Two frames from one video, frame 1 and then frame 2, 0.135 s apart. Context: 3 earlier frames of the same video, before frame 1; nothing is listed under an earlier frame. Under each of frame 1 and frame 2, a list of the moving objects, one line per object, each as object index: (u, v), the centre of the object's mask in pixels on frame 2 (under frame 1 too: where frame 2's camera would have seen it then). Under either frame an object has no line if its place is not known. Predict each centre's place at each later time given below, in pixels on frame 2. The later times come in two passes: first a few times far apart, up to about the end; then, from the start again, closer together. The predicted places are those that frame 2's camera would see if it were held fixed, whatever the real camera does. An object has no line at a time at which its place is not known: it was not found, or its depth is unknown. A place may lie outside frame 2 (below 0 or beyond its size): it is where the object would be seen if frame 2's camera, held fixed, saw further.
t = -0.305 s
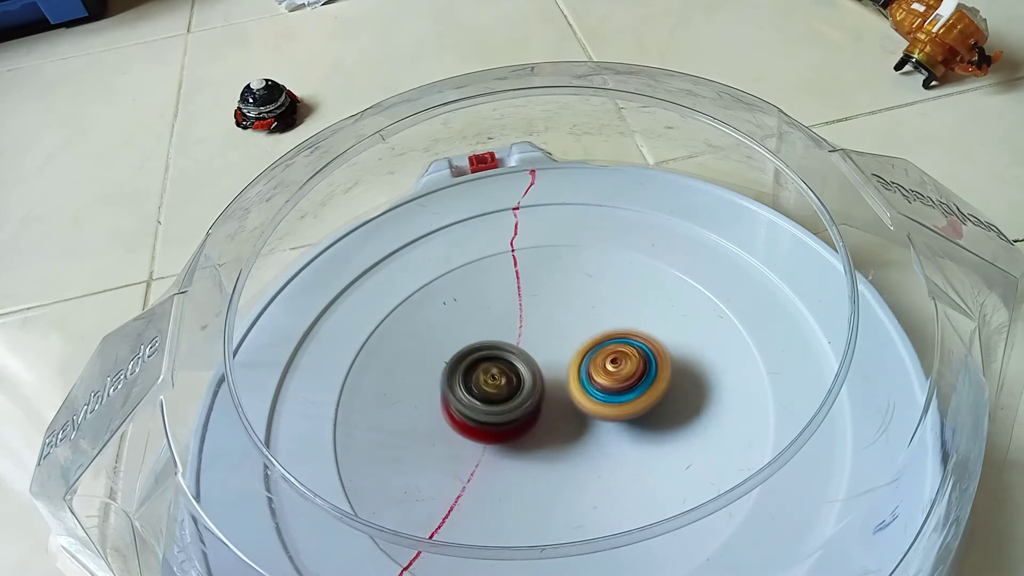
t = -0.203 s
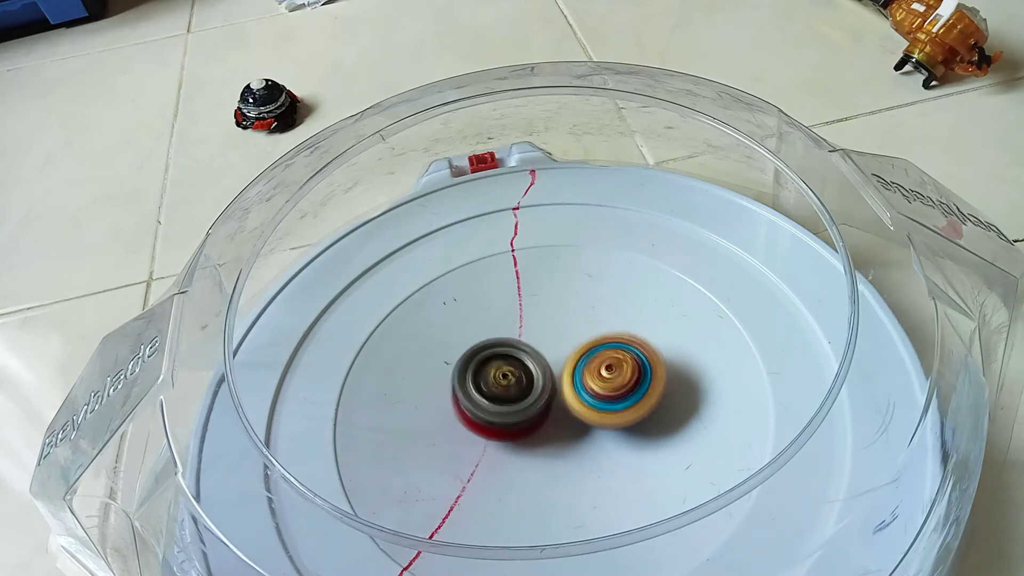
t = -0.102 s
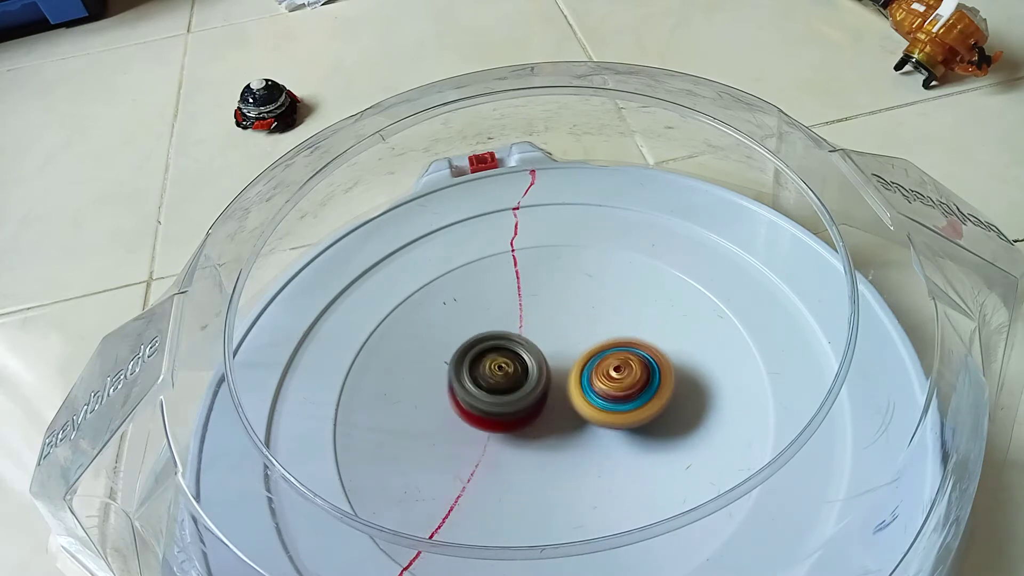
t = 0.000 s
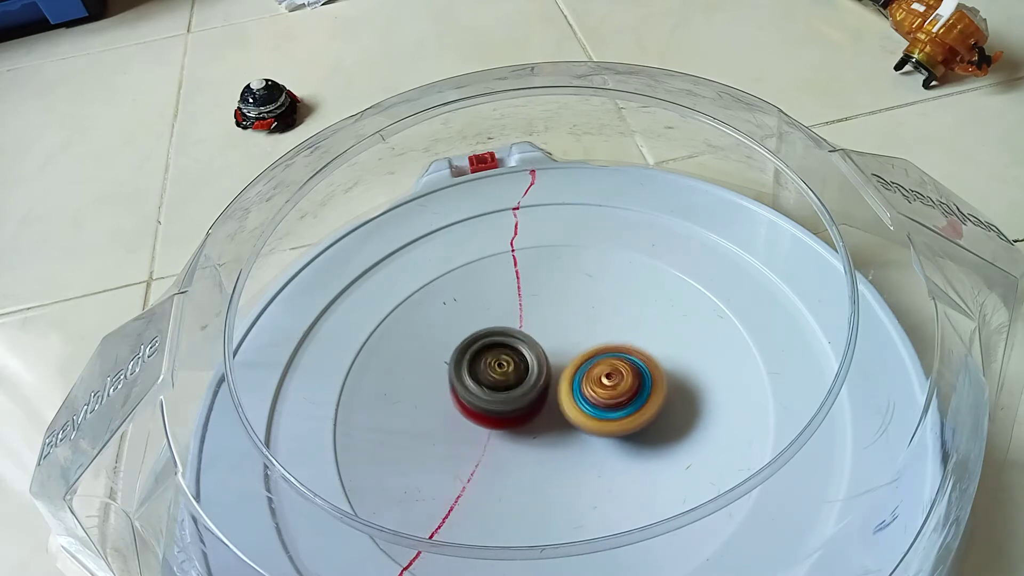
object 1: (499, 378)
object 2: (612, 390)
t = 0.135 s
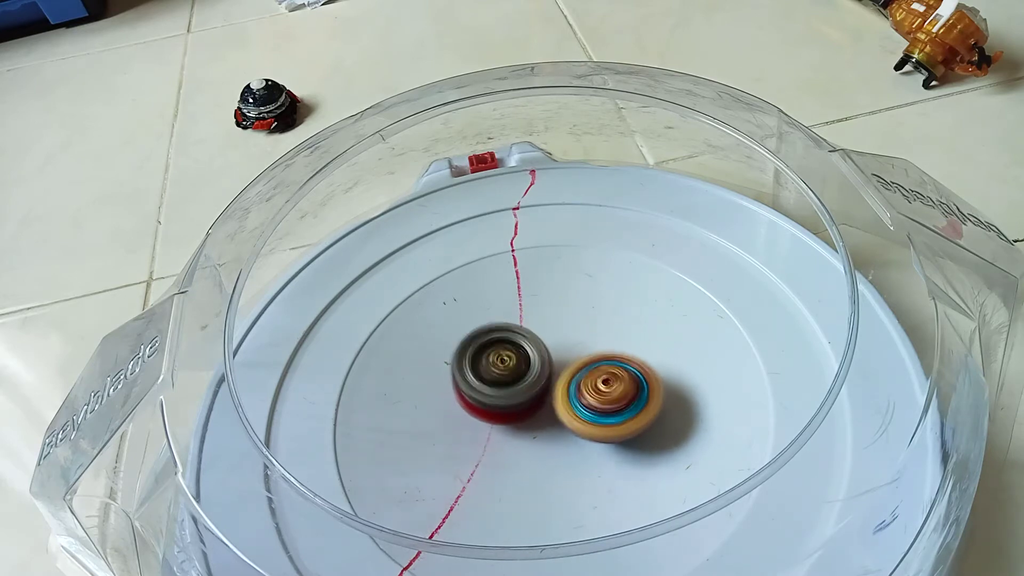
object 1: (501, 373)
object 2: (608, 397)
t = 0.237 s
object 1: (502, 371)
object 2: (604, 402)
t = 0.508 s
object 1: (501, 375)
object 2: (604, 414)
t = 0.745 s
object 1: (513, 367)
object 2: (609, 426)
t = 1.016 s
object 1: (520, 359)
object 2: (594, 432)
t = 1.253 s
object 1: (523, 357)
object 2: (577, 434)
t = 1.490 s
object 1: (524, 346)
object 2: (575, 446)
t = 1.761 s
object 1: (523, 349)
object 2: (561, 438)
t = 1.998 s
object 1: (532, 352)
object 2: (563, 446)
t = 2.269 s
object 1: (539, 351)
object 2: (555, 448)
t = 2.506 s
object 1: (548, 342)
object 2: (546, 455)
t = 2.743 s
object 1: (552, 336)
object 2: (538, 459)
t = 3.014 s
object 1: (551, 345)
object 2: (529, 446)
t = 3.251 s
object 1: (547, 355)
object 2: (515, 447)
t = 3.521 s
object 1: (548, 354)
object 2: (512, 439)
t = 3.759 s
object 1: (565, 349)
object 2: (505, 444)
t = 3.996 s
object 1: (573, 360)
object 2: (507, 436)
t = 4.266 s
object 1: (590, 356)
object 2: (500, 438)
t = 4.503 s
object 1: (585, 362)
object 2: (496, 430)
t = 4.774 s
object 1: (577, 360)
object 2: (499, 425)
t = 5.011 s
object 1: (578, 357)
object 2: (496, 422)
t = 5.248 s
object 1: (577, 361)
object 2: (491, 421)
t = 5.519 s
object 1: (594, 364)
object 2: (486, 434)
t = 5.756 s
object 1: (602, 370)
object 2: (496, 425)
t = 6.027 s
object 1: (597, 376)
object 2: (491, 396)
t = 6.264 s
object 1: (596, 388)
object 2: (500, 413)
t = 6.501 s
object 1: (593, 386)
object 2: (517, 449)
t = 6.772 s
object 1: (581, 385)
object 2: (526, 446)
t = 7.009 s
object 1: (580, 385)
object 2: (526, 444)
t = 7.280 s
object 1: (580, 385)
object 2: (526, 444)
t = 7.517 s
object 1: (580, 385)
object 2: (526, 444)
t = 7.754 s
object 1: (580, 385)
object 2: (526, 444)
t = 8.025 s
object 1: (580, 385)
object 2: (526, 444)
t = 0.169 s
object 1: (500, 371)
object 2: (608, 399)
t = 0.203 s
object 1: (500, 371)
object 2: (606, 400)
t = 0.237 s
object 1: (502, 371)
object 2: (604, 402)
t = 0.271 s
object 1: (503, 370)
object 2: (604, 404)
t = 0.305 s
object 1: (497, 368)
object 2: (612, 407)
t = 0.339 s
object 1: (493, 366)
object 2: (614, 408)
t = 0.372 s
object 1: (491, 366)
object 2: (612, 410)
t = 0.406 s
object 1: (491, 367)
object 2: (610, 411)
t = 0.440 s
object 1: (493, 369)
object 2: (609, 412)
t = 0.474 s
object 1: (496, 372)
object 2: (607, 413)
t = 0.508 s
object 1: (501, 375)
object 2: (604, 414)
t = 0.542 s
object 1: (506, 377)
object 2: (602, 415)
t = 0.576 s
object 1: (507, 376)
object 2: (607, 418)
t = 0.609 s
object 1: (508, 375)
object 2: (611, 420)
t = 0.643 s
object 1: (511, 374)
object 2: (609, 421)
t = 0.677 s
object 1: (513, 374)
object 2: (605, 421)
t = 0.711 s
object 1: (514, 371)
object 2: (606, 423)
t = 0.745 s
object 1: (513, 367)
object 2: (609, 426)
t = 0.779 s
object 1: (512, 365)
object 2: (608, 427)
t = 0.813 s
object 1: (512, 363)
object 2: (605, 427)
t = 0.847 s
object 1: (512, 361)
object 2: (602, 428)
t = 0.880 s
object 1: (514, 360)
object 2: (599, 428)
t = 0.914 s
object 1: (515, 360)
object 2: (596, 428)
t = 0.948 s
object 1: (518, 361)
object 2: (593, 428)
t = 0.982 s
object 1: (520, 361)
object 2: (590, 428)
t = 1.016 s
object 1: (520, 359)
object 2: (594, 432)
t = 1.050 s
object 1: (521, 357)
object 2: (597, 437)
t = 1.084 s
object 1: (520, 356)
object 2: (595, 437)
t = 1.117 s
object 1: (520, 355)
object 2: (591, 436)
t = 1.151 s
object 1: (520, 356)
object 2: (586, 435)
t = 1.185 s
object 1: (521, 356)
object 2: (582, 433)
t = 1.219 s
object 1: (522, 357)
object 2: (577, 432)
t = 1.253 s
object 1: (523, 357)
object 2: (577, 434)
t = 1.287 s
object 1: (523, 356)
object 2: (578, 434)
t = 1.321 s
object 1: (523, 355)
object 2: (576, 434)
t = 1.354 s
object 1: (523, 355)
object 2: (573, 433)
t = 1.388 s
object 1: (524, 355)
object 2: (572, 435)
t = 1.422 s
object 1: (525, 355)
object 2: (571, 435)
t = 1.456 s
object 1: (526, 353)
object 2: (571, 438)
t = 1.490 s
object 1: (524, 346)
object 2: (575, 446)
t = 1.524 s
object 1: (523, 342)
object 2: (576, 449)
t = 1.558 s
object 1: (521, 341)
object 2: (575, 449)
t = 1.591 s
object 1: (520, 340)
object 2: (572, 447)
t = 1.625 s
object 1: (519, 339)
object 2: (569, 446)
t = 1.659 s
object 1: (519, 339)
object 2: (567, 444)
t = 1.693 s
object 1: (520, 341)
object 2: (565, 442)
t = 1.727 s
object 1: (521, 345)
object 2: (563, 441)
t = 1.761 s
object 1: (523, 349)
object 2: (561, 438)
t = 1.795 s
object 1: (524, 352)
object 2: (560, 436)
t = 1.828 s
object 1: (525, 349)
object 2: (562, 442)
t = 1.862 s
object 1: (526, 349)
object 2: (564, 447)
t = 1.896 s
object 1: (527, 351)
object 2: (564, 445)
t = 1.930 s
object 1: (528, 353)
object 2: (563, 442)
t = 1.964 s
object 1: (530, 355)
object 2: (561, 441)
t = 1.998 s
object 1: (532, 352)
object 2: (563, 446)
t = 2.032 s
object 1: (532, 352)
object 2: (562, 448)
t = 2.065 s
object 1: (532, 351)
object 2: (561, 446)
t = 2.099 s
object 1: (533, 352)
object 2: (558, 445)
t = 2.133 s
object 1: (534, 352)
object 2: (556, 443)
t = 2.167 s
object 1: (535, 353)
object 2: (554, 443)
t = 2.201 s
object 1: (537, 352)
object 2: (555, 447)
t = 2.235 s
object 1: (538, 352)
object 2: (556, 450)
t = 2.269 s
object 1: (539, 351)
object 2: (555, 448)
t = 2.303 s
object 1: (540, 351)
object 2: (552, 446)
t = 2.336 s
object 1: (542, 351)
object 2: (549, 444)
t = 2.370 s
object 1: (544, 353)
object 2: (548, 443)
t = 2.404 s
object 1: (546, 349)
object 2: (548, 452)
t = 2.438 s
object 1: (547, 346)
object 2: (548, 457)
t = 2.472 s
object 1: (548, 343)
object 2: (548, 458)
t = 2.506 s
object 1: (548, 342)
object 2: (546, 455)
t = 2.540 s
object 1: (548, 342)
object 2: (545, 452)
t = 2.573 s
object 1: (548, 343)
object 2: (543, 449)
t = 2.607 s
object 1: (548, 345)
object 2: (541, 445)
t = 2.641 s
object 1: (548, 347)
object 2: (540, 442)
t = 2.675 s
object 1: (548, 349)
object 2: (539, 439)
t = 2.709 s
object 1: (550, 344)
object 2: (538, 449)
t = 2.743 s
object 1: (552, 336)
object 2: (538, 459)
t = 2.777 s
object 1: (553, 332)
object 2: (539, 464)
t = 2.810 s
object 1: (553, 332)
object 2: (538, 462)
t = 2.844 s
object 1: (552, 332)
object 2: (537, 459)
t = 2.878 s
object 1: (551, 333)
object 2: (534, 456)
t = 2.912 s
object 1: (551, 334)
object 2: (533, 454)
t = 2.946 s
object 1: (552, 337)
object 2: (532, 451)
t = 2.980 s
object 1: (551, 341)
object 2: (531, 448)
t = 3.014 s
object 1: (551, 345)
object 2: (529, 446)
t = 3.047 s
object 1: (550, 348)
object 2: (528, 443)
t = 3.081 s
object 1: (549, 351)
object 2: (526, 441)
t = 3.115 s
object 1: (550, 350)
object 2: (524, 443)
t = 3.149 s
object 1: (550, 351)
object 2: (521, 443)
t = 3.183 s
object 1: (549, 353)
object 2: (519, 443)
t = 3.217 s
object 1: (548, 354)
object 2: (517, 446)
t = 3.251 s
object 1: (547, 355)
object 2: (515, 447)
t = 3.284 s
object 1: (545, 356)
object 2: (515, 445)
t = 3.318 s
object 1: (544, 356)
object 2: (514, 446)
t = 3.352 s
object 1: (546, 355)
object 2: (513, 446)
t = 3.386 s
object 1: (545, 356)
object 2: (513, 443)
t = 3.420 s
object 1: (546, 356)
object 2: (512, 442)
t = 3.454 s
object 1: (547, 355)
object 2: (511, 442)
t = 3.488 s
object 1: (548, 355)
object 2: (512, 441)
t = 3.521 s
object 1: (548, 354)
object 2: (512, 439)
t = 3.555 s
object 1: (550, 354)
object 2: (511, 437)
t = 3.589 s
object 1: (553, 353)
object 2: (509, 440)
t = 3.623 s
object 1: (556, 352)
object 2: (511, 443)
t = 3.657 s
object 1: (556, 354)
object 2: (513, 440)
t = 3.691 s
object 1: (556, 354)
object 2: (512, 436)
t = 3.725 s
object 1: (560, 353)
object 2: (511, 437)
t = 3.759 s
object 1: (565, 349)
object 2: (505, 444)
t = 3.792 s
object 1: (568, 350)
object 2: (506, 446)
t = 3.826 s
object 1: (567, 352)
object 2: (509, 444)
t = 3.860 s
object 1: (567, 354)
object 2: (509, 440)
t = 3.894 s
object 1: (568, 355)
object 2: (509, 436)
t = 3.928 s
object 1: (569, 357)
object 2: (508, 434)
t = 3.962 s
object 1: (571, 357)
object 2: (505, 437)
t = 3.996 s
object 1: (573, 360)
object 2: (507, 436)
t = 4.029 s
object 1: (574, 364)
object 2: (507, 438)
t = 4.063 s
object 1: (574, 365)
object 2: (506, 441)
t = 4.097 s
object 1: (583, 359)
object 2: (500, 447)
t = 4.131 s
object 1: (587, 358)
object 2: (496, 449)
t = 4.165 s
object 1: (589, 356)
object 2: (496, 450)
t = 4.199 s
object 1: (590, 355)
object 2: (497, 448)
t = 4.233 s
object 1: (590, 355)
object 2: (498, 443)
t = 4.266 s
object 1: (590, 356)
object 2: (500, 438)
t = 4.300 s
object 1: (589, 359)
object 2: (501, 433)
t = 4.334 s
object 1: (586, 361)
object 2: (501, 431)
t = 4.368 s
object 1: (584, 362)
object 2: (503, 429)
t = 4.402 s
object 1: (585, 360)
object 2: (503, 426)
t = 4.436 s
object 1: (585, 361)
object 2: (505, 426)
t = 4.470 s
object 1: (585, 362)
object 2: (500, 430)
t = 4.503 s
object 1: (585, 362)
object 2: (496, 430)
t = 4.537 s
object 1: (582, 363)
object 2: (495, 430)
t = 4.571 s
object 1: (578, 363)
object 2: (497, 429)
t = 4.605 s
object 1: (576, 361)
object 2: (496, 428)
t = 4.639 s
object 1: (579, 360)
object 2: (494, 429)
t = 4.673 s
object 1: (580, 362)
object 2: (497, 429)
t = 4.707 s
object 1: (578, 363)
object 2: (497, 428)
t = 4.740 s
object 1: (577, 362)
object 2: (497, 427)
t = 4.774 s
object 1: (577, 360)
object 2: (499, 425)
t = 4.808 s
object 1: (577, 358)
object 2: (499, 421)
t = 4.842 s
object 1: (577, 358)
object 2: (497, 419)
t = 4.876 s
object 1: (577, 358)
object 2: (496, 418)
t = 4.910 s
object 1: (578, 356)
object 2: (489, 421)
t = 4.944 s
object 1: (580, 354)
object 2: (487, 425)
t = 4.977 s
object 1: (580, 355)
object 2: (491, 426)
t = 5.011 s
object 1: (578, 357)
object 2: (496, 422)
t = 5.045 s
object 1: (576, 357)
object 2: (497, 417)
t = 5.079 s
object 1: (576, 357)
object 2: (496, 415)
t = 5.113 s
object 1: (577, 357)
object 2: (492, 414)
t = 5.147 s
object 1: (579, 356)
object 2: (487, 416)
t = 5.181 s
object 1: (582, 358)
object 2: (486, 421)
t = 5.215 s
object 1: (580, 361)
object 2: (488, 421)
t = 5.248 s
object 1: (577, 361)
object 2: (491, 421)
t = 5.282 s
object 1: (581, 358)
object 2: (485, 427)
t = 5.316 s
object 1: (585, 358)
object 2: (483, 427)
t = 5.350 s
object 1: (584, 361)
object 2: (484, 428)
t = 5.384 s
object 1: (580, 365)
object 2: (486, 425)
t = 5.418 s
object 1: (575, 366)
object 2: (491, 422)
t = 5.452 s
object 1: (576, 365)
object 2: (492, 424)
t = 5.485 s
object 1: (586, 363)
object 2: (487, 429)
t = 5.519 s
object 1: (594, 364)
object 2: (486, 434)
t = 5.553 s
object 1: (594, 369)
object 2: (493, 433)
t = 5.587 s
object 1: (590, 375)
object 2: (498, 430)
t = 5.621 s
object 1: (591, 372)
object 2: (500, 425)
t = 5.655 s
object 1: (599, 366)
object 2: (493, 431)
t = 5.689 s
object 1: (605, 363)
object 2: (493, 429)
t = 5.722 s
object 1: (606, 366)
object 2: (494, 428)
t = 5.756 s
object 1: (602, 370)
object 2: (496, 425)
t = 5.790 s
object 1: (598, 373)
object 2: (498, 418)
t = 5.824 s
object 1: (597, 373)
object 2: (499, 415)
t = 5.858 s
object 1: (599, 373)
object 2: (501, 408)
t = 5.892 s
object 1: (606, 373)
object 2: (495, 406)
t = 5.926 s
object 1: (611, 375)
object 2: (492, 404)
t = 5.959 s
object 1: (605, 379)
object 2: (492, 398)
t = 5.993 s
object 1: (600, 379)
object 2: (491, 395)
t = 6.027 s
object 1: (597, 376)
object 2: (491, 396)
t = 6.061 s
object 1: (601, 376)
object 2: (486, 400)
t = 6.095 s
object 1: (604, 377)
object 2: (485, 404)
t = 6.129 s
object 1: (604, 379)
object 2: (489, 407)
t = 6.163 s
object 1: (602, 382)
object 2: (494, 405)
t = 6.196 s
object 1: (598, 386)
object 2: (497, 407)
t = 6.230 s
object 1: (593, 389)
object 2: (500, 410)
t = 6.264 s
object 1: (596, 388)
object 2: (500, 413)
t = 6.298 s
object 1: (594, 388)
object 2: (504, 418)
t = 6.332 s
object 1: (592, 389)
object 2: (510, 424)
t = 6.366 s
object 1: (594, 389)
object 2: (513, 431)
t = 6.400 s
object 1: (595, 387)
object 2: (517, 439)
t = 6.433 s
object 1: (594, 386)
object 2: (517, 444)
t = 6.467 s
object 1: (594, 386)
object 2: (517, 448)
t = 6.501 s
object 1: (593, 386)
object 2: (517, 449)
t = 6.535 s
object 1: (590, 386)
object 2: (519, 448)
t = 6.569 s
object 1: (586, 387)
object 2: (520, 443)
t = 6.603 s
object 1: (582, 386)
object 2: (523, 443)
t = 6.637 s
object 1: (580, 385)
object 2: (525, 444)
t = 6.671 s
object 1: (580, 385)
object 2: (526, 446)
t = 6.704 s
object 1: (581, 385)
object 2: (528, 447)
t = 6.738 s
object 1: (581, 385)
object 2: (527, 447)
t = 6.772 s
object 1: (581, 385)
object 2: (526, 446)
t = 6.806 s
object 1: (581, 385)
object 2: (525, 446)
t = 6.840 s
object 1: (580, 385)
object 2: (526, 443)
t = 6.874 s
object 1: (580, 385)
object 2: (526, 444)
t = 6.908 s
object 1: (580, 385)
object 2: (526, 444)
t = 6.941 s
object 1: (580, 385)
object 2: (526, 444)
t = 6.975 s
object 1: (580, 385)
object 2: (526, 444)
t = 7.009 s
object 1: (580, 385)
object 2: (526, 444)
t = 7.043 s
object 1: (580, 385)
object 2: (526, 444)
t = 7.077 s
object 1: (580, 385)
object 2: (526, 444)
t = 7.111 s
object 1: (580, 385)
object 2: (526, 444)
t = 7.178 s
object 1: (580, 385)
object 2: (526, 444)
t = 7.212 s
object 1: (580, 385)
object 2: (526, 444)
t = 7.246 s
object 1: (580, 385)
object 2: (526, 444)
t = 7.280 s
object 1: (580, 385)
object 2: (526, 444)
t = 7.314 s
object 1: (580, 385)
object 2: (526, 444)
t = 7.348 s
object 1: (580, 385)
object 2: (526, 444)
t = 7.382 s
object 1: (580, 385)
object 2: (526, 444)
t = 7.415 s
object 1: (580, 385)
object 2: (526, 444)
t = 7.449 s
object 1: (580, 385)
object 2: (526, 444)
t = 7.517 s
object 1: (580, 385)
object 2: (526, 444)
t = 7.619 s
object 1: (580, 385)
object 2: (526, 444)
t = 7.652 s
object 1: (580, 385)
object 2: (526, 444)
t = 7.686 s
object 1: (580, 385)
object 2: (526, 444)
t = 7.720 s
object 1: (580, 385)
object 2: (526, 444)
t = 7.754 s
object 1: (580, 385)
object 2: (526, 444)
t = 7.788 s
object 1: (580, 385)
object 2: (526, 444)
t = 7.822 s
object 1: (580, 385)
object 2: (526, 444)
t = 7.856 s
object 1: (580, 385)
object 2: (526, 444)
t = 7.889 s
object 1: (580, 385)
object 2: (526, 444)
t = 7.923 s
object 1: (580, 385)
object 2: (526, 444)
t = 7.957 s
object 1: (580, 385)
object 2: (526, 444)
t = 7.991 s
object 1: (580, 385)
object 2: (526, 444)
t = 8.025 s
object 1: (580, 385)
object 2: (526, 444)
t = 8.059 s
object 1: (580, 385)
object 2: (526, 444)
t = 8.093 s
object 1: (580, 385)
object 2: (526, 444)
